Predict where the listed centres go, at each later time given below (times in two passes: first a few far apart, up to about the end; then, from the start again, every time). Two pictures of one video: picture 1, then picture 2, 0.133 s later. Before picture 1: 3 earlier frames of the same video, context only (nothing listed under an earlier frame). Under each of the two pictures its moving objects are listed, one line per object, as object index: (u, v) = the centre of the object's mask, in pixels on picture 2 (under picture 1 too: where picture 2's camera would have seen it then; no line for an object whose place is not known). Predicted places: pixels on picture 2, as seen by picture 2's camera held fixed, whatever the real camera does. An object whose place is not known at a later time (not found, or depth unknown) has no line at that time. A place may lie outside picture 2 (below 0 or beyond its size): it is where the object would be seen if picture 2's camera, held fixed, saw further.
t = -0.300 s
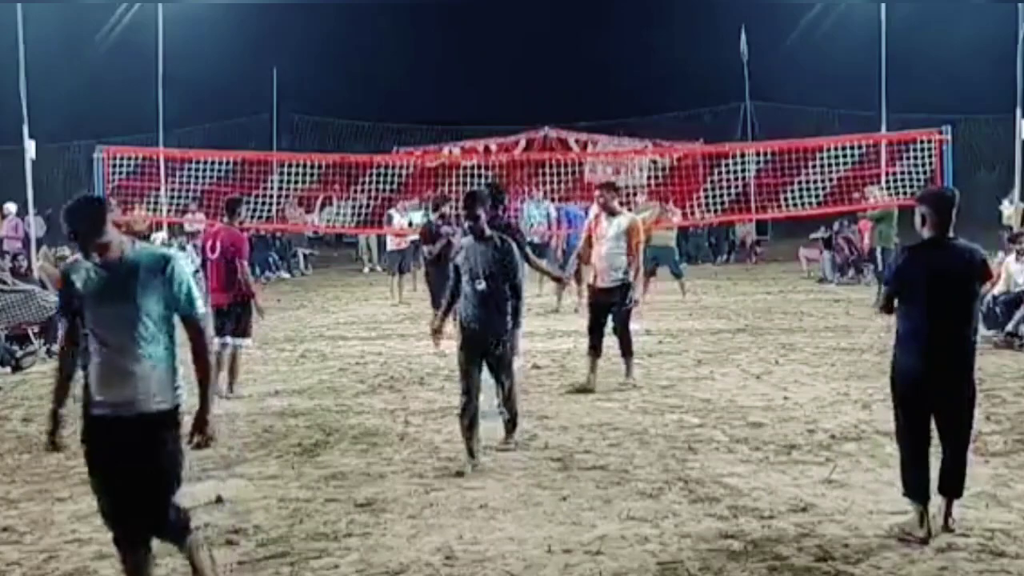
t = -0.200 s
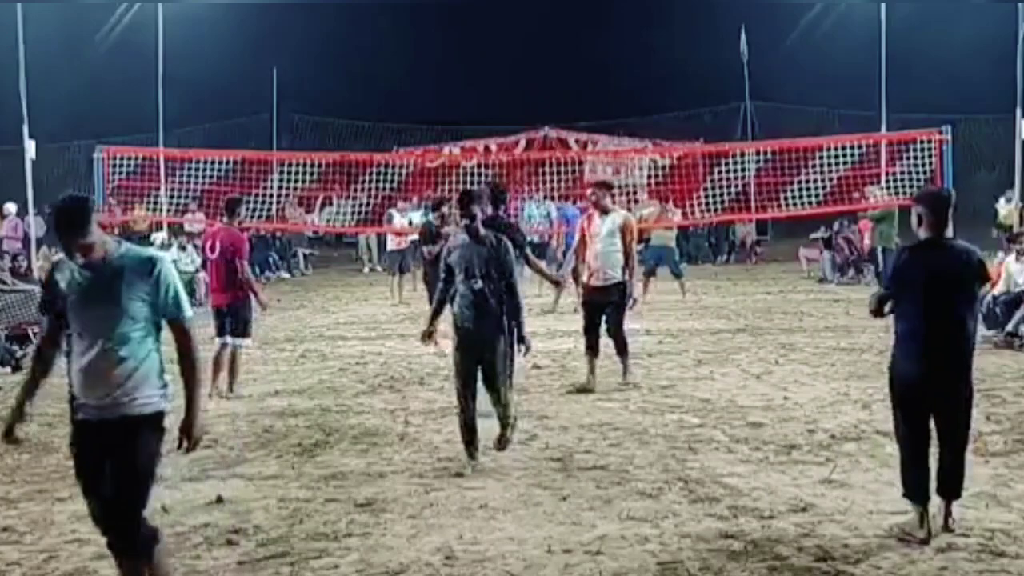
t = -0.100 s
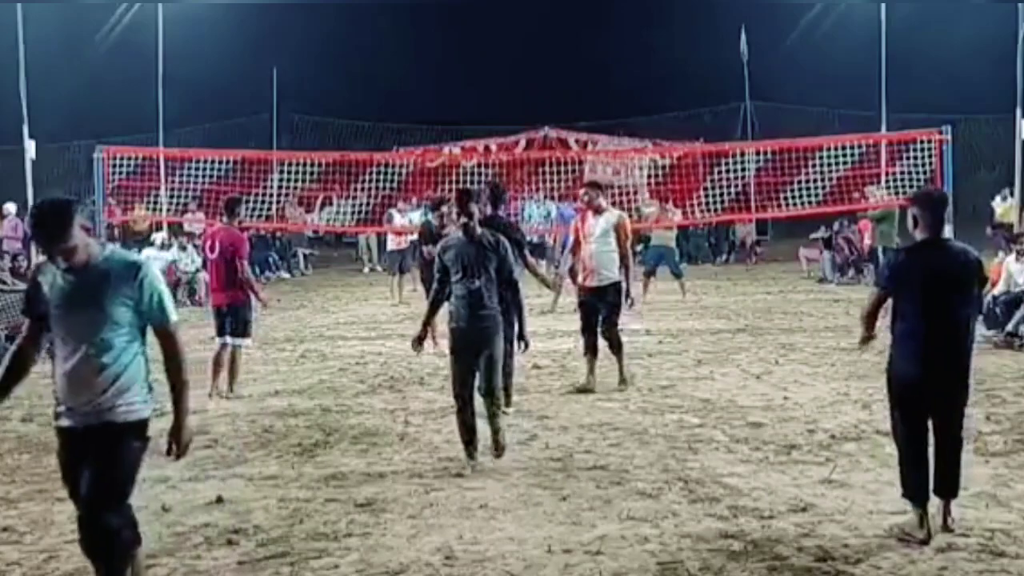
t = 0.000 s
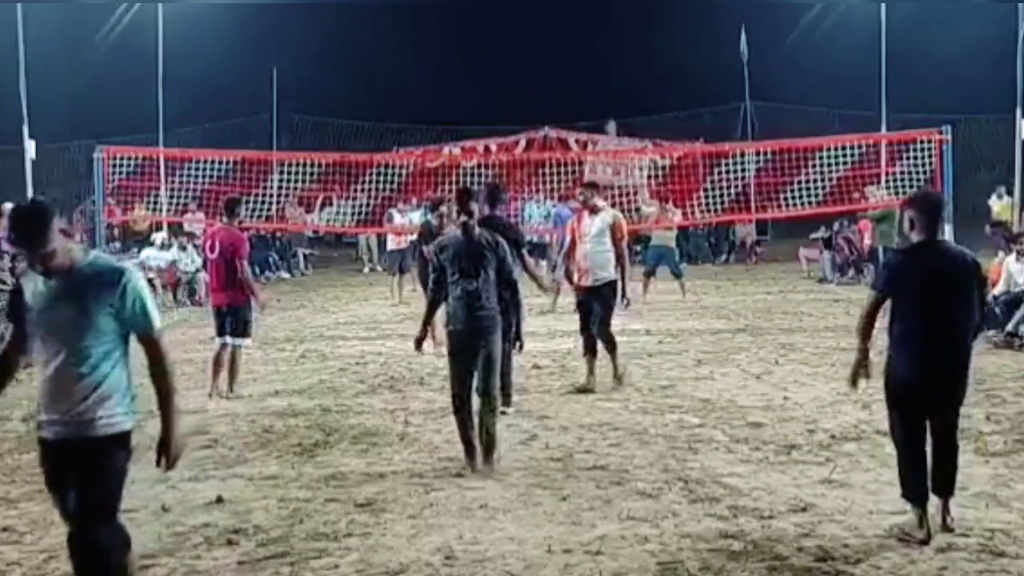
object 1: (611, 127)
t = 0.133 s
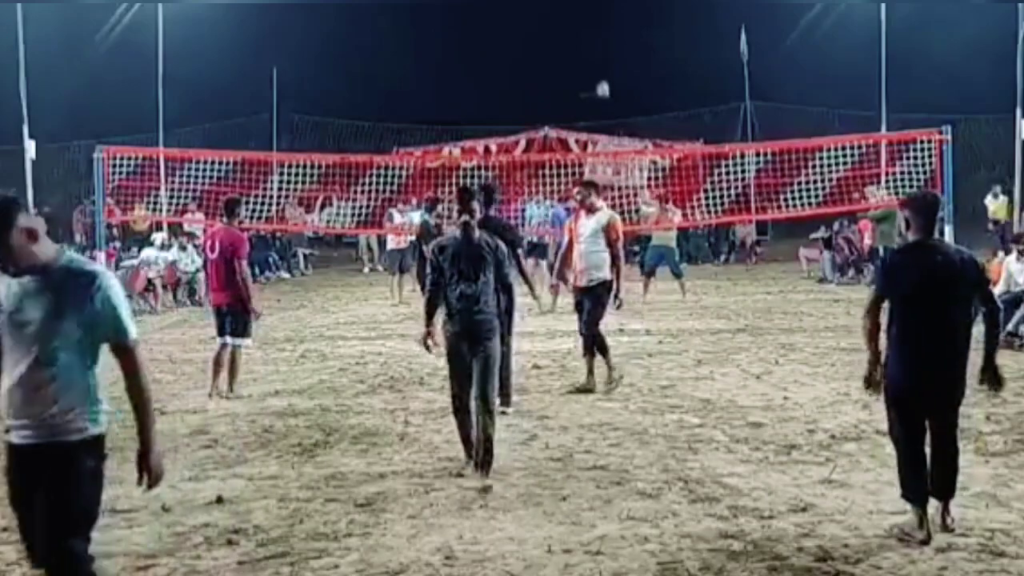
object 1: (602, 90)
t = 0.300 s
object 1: (592, 48)
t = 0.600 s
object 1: (567, 15)
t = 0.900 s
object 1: (535, 68)
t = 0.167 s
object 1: (601, 79)
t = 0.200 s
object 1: (598, 71)
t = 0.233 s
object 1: (596, 62)
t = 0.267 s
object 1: (594, 55)
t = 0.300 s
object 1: (592, 48)
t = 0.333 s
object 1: (590, 42)
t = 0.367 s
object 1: (587, 36)
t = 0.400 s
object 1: (585, 30)
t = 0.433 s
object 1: (582, 25)
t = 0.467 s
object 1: (579, 21)
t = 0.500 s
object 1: (576, 18)
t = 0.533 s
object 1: (573, 17)
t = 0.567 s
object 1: (570, 15)
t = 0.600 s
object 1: (567, 15)
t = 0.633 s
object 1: (564, 15)
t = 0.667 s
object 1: (561, 17)
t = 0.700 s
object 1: (557, 20)
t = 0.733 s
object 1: (553, 25)
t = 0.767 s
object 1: (550, 31)
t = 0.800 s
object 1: (547, 37)
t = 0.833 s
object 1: (543, 46)
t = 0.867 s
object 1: (539, 57)
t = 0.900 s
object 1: (535, 68)
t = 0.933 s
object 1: (530, 83)
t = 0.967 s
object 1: (526, 100)
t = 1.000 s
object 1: (521, 118)
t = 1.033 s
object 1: (517, 131)
